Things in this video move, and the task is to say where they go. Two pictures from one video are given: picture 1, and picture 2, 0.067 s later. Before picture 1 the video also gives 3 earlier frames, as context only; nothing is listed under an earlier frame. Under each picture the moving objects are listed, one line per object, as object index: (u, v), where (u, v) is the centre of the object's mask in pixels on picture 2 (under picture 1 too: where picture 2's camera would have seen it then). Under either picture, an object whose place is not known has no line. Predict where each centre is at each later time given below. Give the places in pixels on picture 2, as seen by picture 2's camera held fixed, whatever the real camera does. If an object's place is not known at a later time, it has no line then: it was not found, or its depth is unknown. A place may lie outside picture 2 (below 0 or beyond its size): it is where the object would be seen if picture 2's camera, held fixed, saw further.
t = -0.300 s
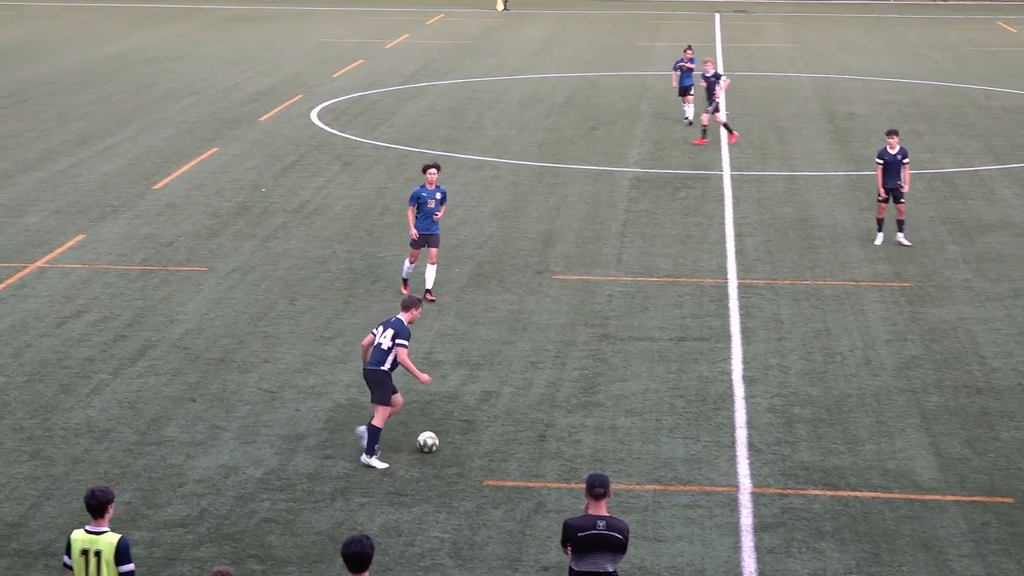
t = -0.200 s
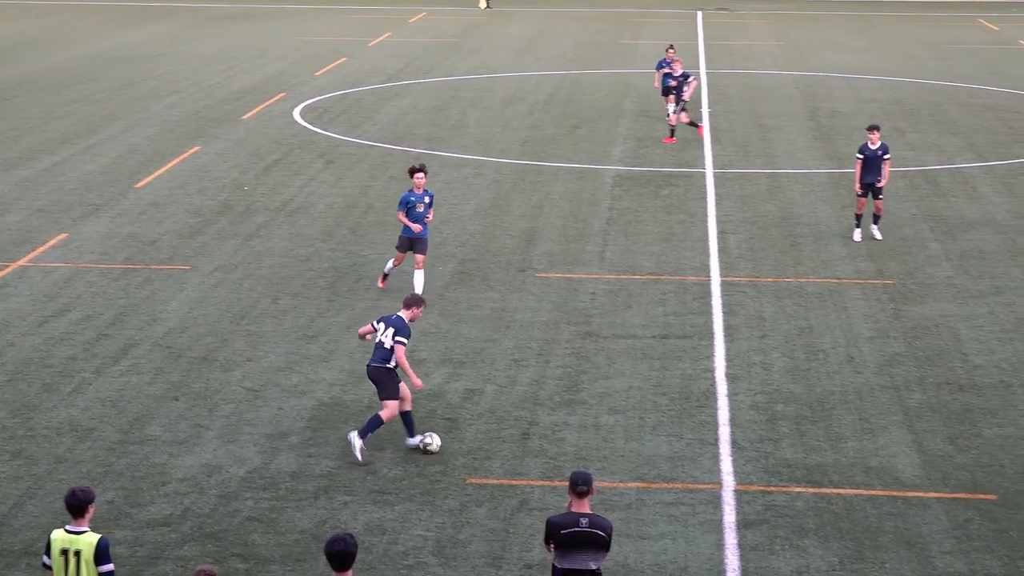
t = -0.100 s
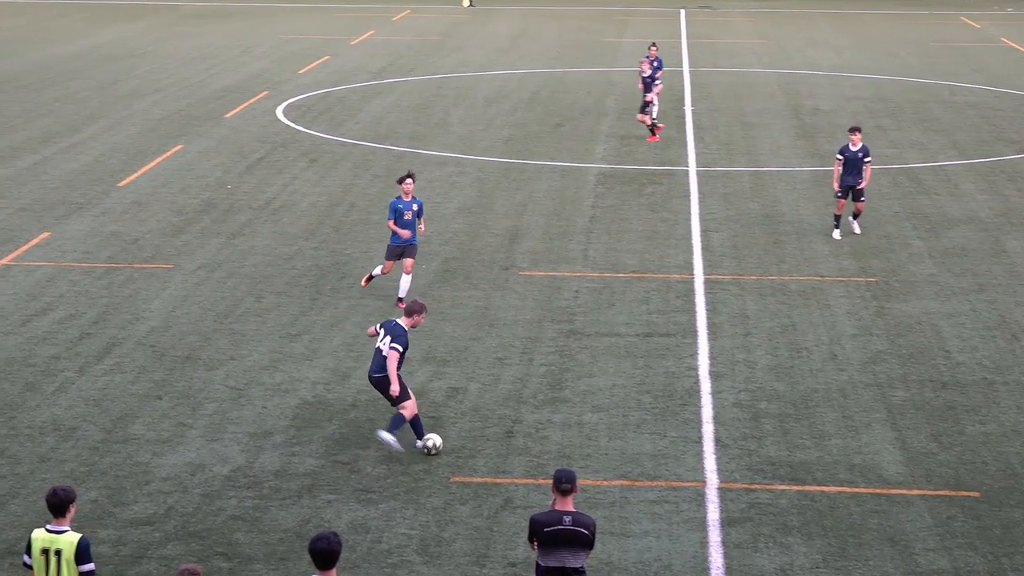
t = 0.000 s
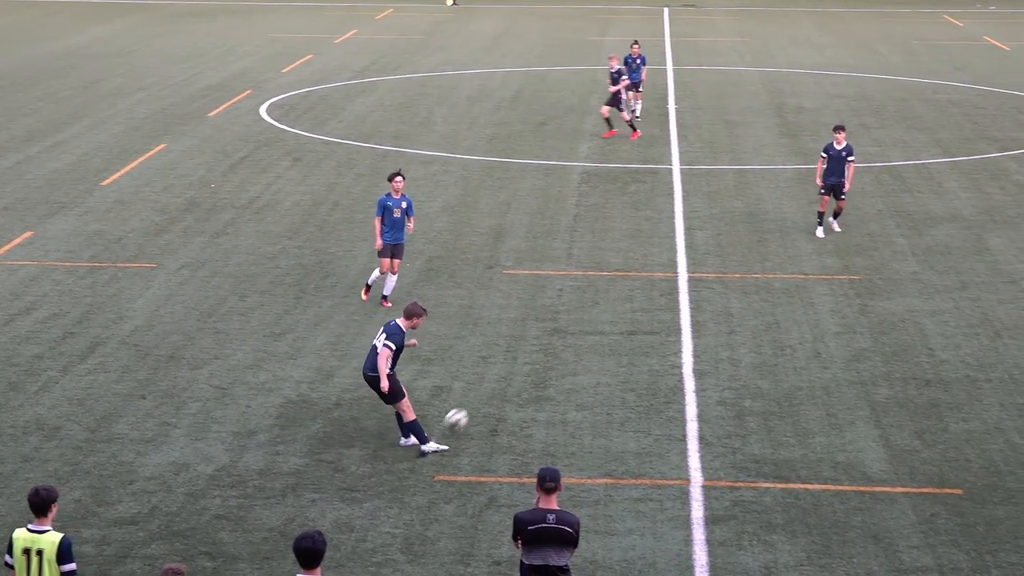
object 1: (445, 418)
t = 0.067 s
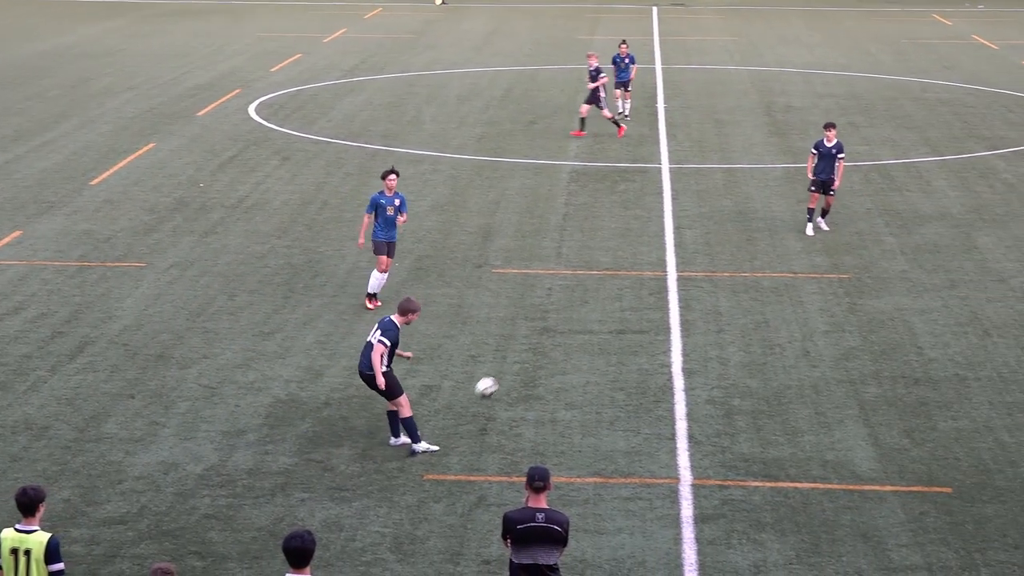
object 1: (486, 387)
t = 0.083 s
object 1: (496, 380)
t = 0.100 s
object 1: (505, 374)
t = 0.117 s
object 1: (514, 368)
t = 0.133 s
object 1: (523, 361)
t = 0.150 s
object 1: (533, 356)
